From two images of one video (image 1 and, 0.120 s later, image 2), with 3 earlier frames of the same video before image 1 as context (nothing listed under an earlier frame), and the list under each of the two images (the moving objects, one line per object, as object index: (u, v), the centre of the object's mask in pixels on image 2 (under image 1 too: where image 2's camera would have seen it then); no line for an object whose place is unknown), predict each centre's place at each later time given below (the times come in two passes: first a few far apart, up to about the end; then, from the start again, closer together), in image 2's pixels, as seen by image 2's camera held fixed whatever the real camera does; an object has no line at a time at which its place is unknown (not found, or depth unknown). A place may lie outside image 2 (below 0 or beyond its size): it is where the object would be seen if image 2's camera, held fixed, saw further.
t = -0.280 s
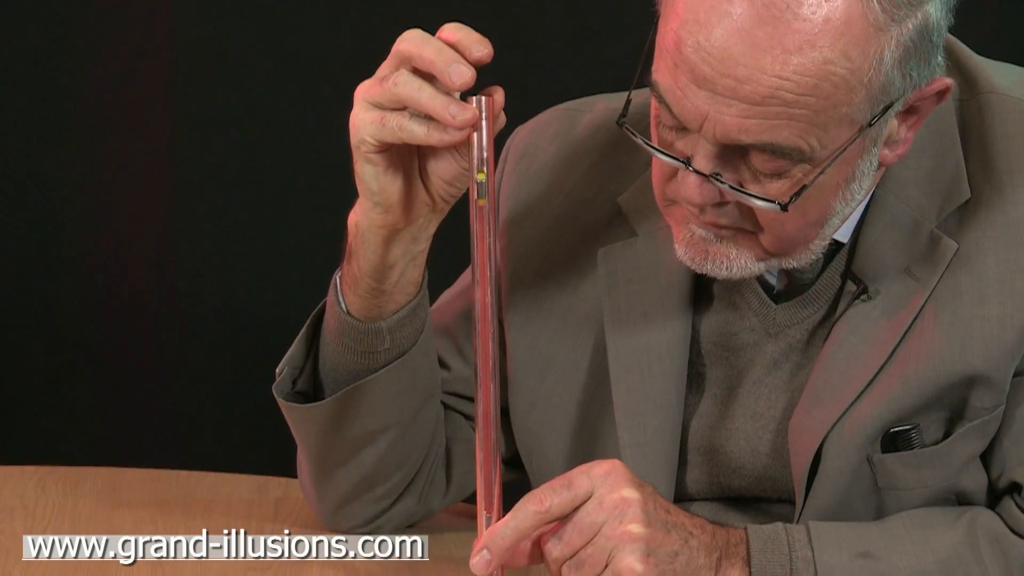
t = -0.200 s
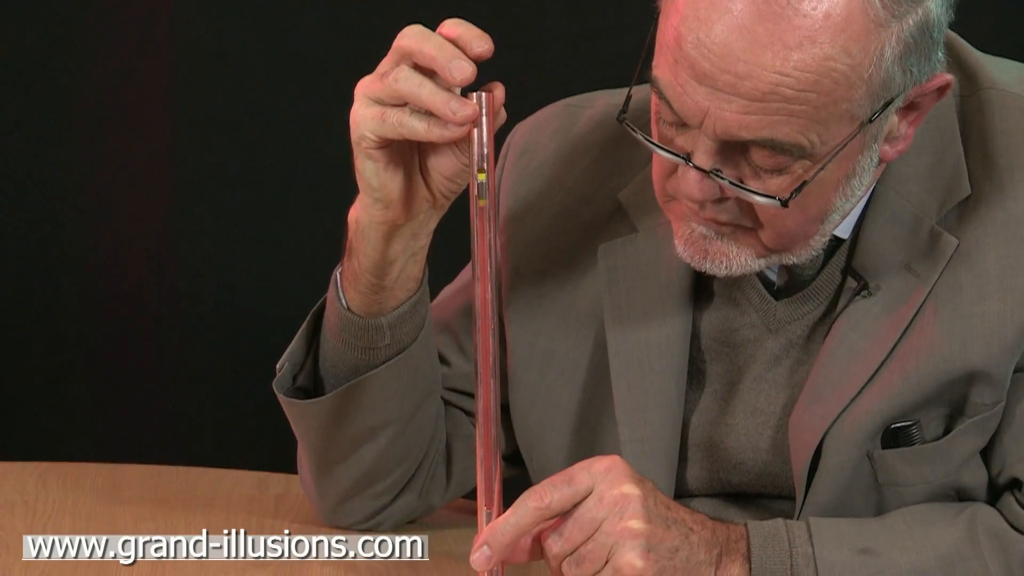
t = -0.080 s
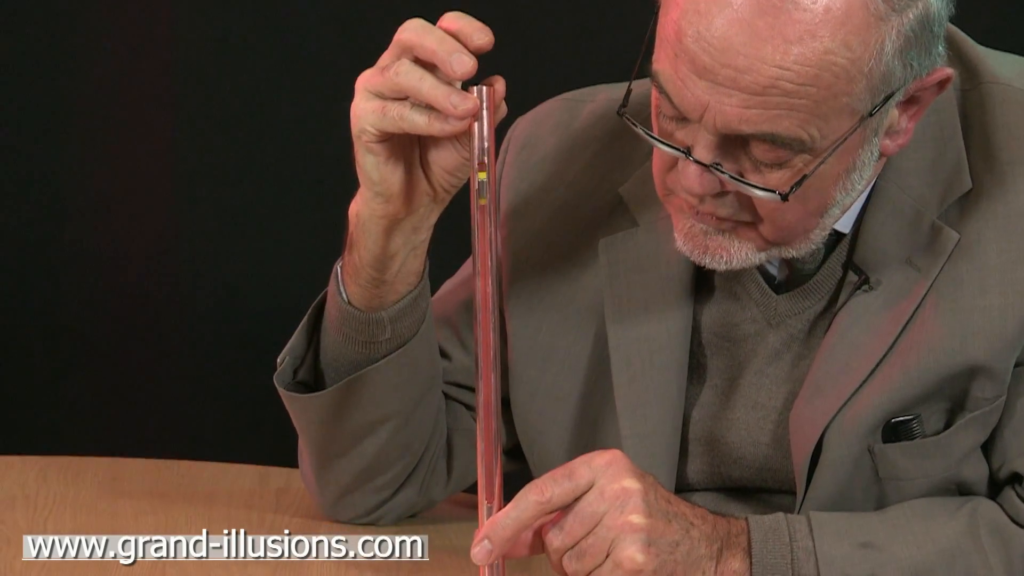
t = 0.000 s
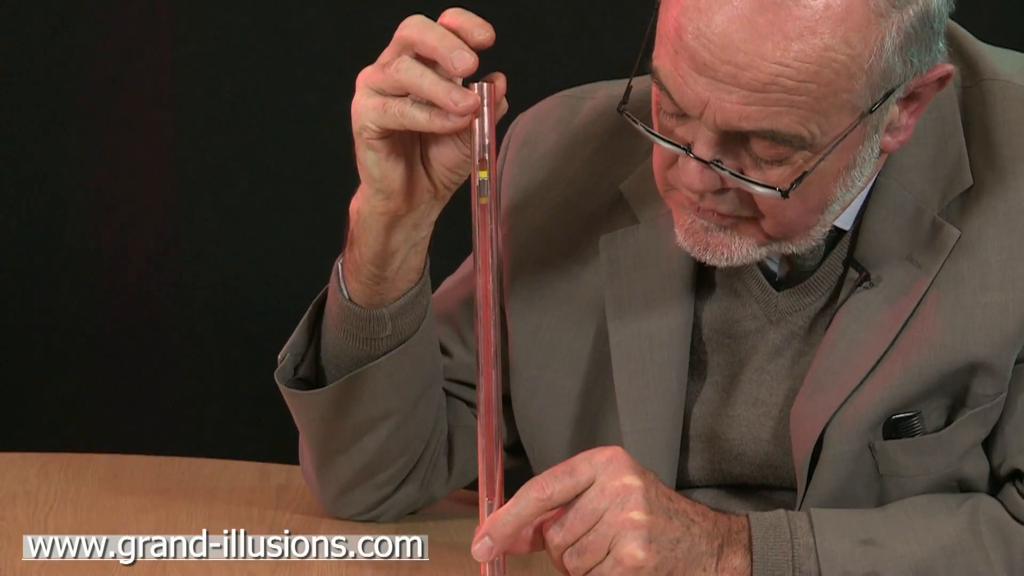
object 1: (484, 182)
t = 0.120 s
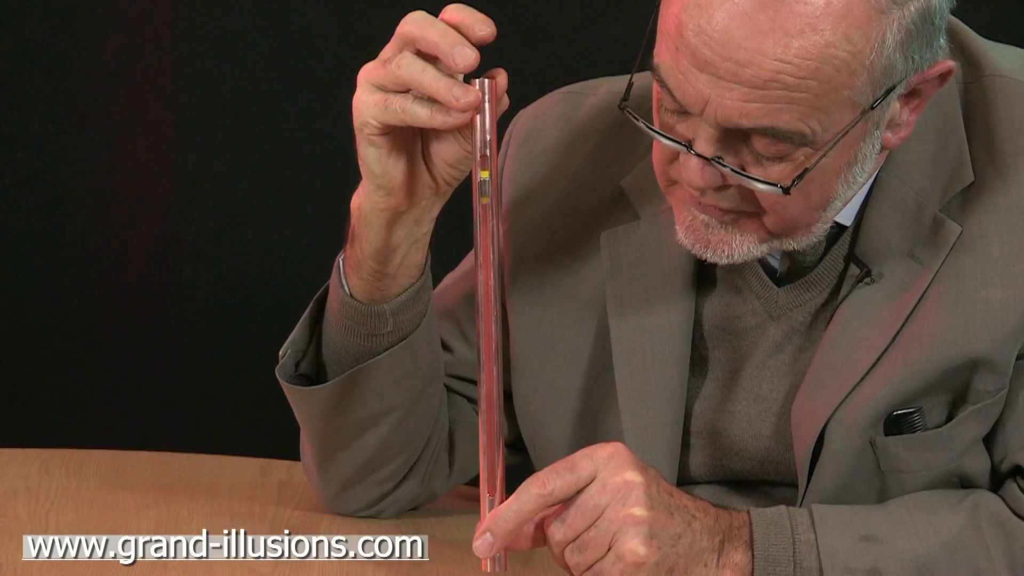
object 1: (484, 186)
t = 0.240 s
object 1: (484, 190)
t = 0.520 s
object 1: (485, 201)
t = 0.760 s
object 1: (486, 217)
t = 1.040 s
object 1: (487, 242)
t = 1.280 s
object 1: (488, 266)
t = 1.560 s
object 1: (488, 287)
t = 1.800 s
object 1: (489, 306)
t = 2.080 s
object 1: (489, 322)
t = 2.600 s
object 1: (489, 338)
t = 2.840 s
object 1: (490, 348)
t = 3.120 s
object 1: (491, 363)
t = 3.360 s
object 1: (493, 380)
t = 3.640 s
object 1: (493, 395)
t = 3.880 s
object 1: (493, 403)
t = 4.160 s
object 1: (494, 411)
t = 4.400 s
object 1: (494, 418)
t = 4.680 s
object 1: (494, 427)
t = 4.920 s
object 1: (494, 435)
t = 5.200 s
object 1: (495, 440)
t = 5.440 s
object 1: (493, 448)
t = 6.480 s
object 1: (465, 601)
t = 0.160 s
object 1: (484, 187)
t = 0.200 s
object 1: (484, 189)
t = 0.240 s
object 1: (484, 190)
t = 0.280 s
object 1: (484, 192)
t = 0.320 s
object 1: (484, 194)
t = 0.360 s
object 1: (485, 195)
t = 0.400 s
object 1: (485, 196)
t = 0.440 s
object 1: (485, 198)
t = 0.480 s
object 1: (485, 199)
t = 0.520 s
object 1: (485, 201)
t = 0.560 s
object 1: (485, 204)
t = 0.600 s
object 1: (485, 206)
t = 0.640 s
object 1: (485, 209)
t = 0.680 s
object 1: (485, 211)
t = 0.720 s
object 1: (485, 214)
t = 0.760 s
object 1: (486, 217)
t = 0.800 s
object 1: (486, 221)
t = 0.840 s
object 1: (486, 224)
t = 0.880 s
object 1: (486, 228)
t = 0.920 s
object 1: (487, 231)
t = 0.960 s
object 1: (487, 235)
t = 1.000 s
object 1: (487, 238)
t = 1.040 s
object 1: (487, 242)
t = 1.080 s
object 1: (487, 246)
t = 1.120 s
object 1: (487, 249)
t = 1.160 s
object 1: (487, 254)
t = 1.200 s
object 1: (487, 258)
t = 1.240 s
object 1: (487, 262)
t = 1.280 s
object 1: (488, 266)
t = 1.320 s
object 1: (488, 269)
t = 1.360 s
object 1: (488, 273)
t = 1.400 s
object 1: (488, 276)
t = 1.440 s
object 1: (488, 279)
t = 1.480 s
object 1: (488, 282)
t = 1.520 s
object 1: (488, 285)
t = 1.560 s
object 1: (488, 287)
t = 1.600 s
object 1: (488, 290)
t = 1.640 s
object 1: (488, 294)
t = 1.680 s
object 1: (488, 298)
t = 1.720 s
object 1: (489, 301)
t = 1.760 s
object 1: (488, 304)
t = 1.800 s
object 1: (489, 306)
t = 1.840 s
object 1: (489, 308)
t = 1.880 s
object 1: (489, 311)
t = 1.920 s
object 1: (489, 314)
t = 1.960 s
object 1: (489, 318)
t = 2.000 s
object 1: (489, 319)
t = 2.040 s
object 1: (489, 320)
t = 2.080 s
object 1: (489, 322)
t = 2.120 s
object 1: (489, 323)
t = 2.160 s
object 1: (489, 325)
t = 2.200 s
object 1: (489, 329)
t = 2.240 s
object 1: (489, 331)
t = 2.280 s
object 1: (489, 332)
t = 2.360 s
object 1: (489, 333)
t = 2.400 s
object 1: (489, 334)
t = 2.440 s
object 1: (489, 334)
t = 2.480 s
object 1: (489, 335)
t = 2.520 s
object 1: (489, 336)
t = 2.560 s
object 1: (490, 337)
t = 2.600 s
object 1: (489, 338)
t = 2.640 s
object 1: (490, 340)
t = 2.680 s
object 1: (489, 344)
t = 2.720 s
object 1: (489, 345)
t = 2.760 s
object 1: (489, 346)
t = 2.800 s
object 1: (490, 347)
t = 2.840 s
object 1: (490, 348)
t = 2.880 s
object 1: (490, 349)
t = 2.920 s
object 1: (490, 352)
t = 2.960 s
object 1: (490, 356)
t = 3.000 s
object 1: (490, 358)
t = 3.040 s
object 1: (490, 360)
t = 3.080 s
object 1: (491, 361)
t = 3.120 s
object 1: (491, 363)
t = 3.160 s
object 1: (491, 365)
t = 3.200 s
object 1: (492, 368)
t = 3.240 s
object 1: (493, 370)
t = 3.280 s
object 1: (493, 371)
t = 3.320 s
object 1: (493, 376)
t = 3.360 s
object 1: (493, 380)
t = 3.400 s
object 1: (493, 382)
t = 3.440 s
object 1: (493, 384)
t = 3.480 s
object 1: (493, 383)
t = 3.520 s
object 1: (493, 384)
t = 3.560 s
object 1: (493, 390)
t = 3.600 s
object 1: (493, 393)
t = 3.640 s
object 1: (493, 395)
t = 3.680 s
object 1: (494, 397)
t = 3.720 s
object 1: (494, 398)
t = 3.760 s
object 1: (494, 399)
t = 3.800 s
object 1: (493, 400)
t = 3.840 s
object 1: (493, 401)
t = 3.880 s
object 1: (493, 403)
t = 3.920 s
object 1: (494, 405)
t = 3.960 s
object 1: (494, 406)
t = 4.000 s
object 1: (494, 407)
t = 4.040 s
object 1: (494, 408)
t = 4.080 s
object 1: (494, 409)
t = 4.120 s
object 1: (494, 410)
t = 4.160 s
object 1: (494, 411)
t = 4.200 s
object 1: (494, 412)
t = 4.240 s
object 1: (494, 413)
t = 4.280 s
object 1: (494, 415)
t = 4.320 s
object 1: (494, 416)
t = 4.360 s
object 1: (494, 417)
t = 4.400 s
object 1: (494, 418)
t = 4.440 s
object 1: (494, 419)
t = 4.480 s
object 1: (494, 421)
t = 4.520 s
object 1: (494, 422)
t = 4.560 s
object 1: (494, 424)
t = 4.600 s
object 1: (494, 425)
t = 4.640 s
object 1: (494, 426)
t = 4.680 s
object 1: (494, 427)
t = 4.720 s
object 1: (494, 428)
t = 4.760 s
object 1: (494, 429)
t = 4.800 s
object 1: (494, 430)
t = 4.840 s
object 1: (494, 432)
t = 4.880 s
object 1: (494, 433)
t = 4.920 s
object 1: (494, 435)
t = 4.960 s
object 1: (494, 435)
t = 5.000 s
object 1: (494, 436)
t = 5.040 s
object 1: (495, 436)
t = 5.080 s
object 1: (495, 437)
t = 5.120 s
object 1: (495, 437)
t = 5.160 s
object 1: (495, 438)
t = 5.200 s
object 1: (495, 440)
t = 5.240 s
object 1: (495, 441)
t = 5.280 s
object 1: (495, 440)
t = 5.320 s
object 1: (493, 441)
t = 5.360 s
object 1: (493, 443)
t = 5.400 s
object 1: (494, 444)
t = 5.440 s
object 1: (493, 448)
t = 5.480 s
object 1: (492, 453)
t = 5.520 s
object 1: (492, 465)
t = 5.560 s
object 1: (491, 467)
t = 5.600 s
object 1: (491, 470)
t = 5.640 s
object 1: (491, 472)
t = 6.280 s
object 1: (478, 573)
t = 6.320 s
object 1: (472, 591)
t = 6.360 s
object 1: (466, 594)
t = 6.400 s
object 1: (465, 597)
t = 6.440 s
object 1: (464, 600)
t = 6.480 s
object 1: (465, 601)
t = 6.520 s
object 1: (467, 602)
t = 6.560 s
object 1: (469, 603)
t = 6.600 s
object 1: (472, 604)
